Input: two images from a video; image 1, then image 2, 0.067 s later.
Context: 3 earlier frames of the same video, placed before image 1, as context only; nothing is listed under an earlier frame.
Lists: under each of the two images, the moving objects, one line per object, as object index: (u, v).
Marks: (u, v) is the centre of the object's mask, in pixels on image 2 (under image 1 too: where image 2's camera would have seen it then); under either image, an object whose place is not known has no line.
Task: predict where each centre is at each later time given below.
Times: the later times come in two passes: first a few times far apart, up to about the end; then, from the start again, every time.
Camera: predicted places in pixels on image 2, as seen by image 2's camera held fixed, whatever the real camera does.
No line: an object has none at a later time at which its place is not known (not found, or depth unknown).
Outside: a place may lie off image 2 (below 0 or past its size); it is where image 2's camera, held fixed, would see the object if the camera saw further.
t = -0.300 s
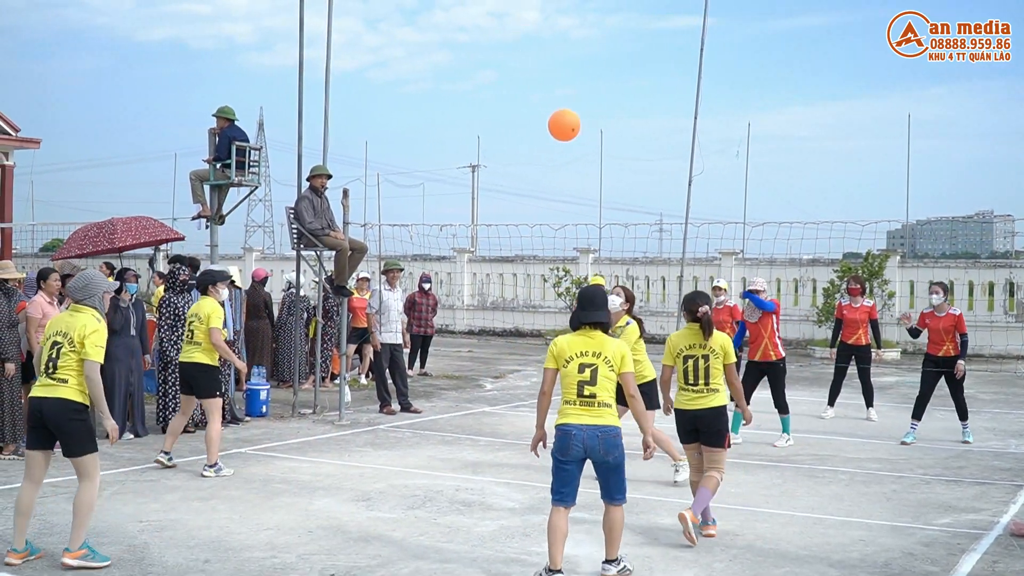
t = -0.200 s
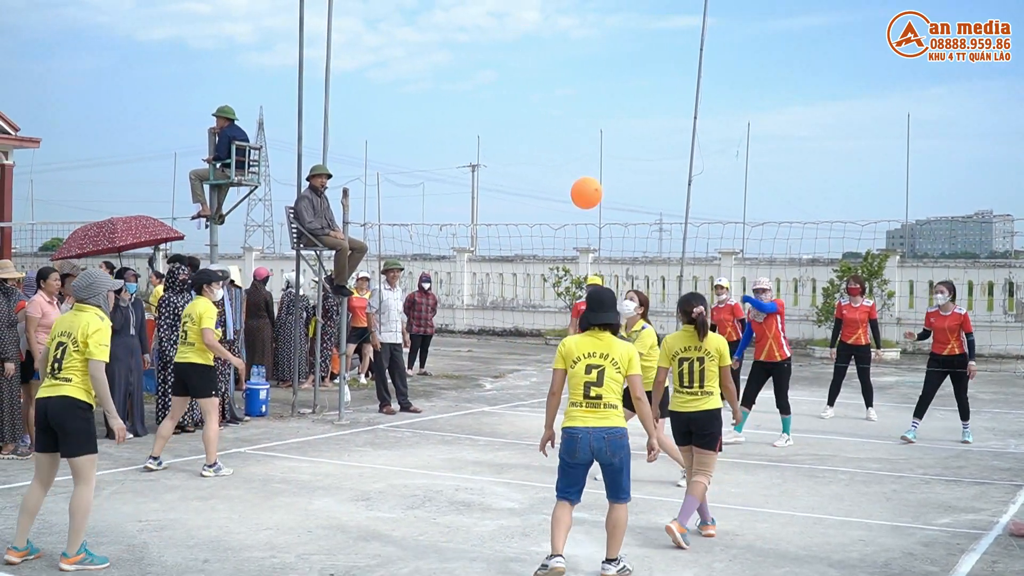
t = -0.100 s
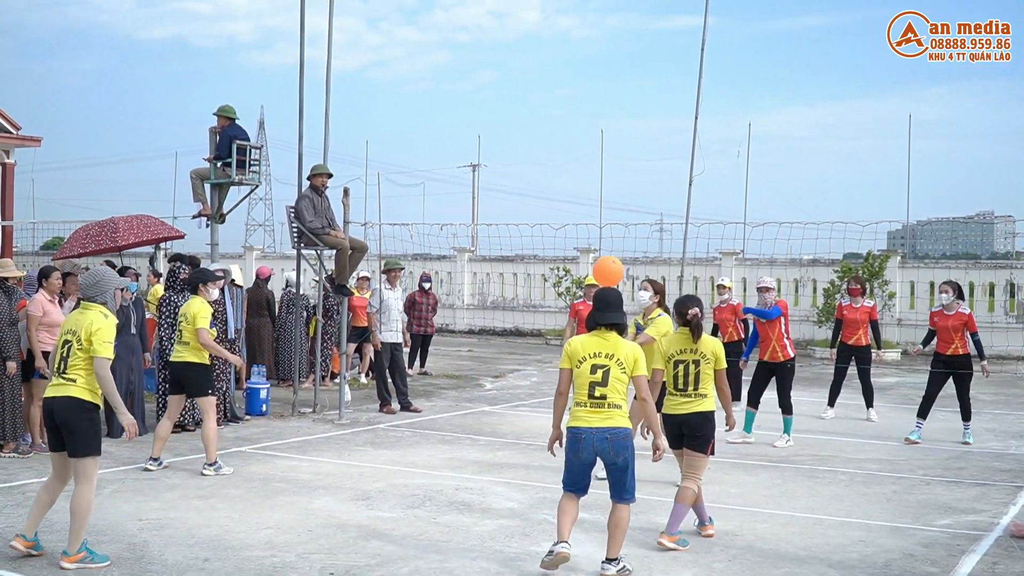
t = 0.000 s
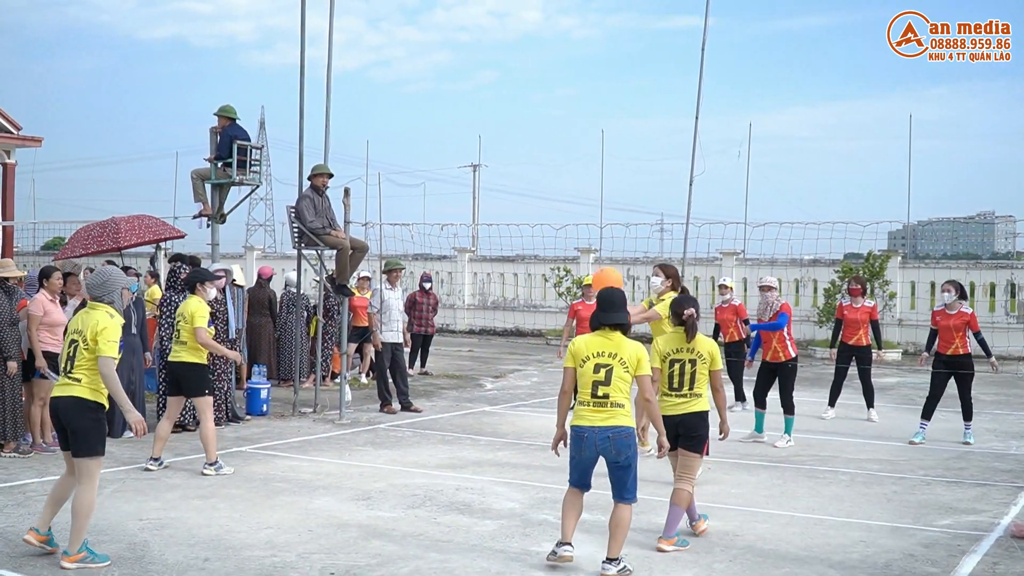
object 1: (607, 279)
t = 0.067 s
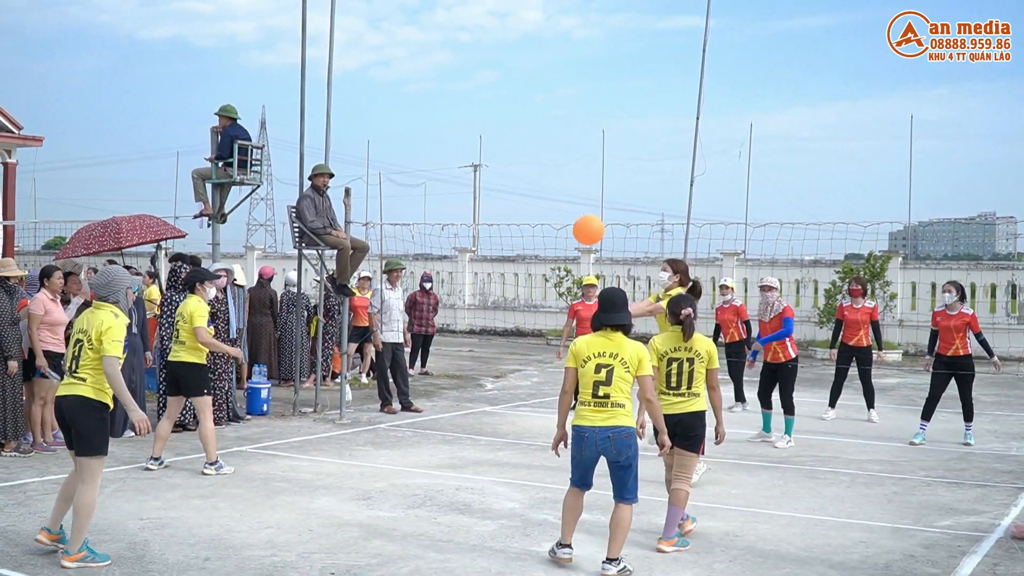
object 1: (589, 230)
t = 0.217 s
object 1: (544, 135)
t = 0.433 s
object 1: (483, 52)
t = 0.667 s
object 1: (415, 30)
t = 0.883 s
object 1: (352, 76)
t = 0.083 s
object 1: (584, 218)
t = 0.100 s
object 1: (578, 206)
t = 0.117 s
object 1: (573, 195)
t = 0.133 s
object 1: (569, 184)
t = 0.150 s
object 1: (563, 173)
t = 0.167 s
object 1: (559, 163)
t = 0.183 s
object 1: (554, 153)
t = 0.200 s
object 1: (549, 144)
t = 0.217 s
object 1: (544, 135)
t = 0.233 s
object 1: (539, 126)
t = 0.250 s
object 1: (534, 118)
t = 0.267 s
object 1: (529, 110)
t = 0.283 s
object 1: (524, 103)
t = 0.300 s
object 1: (520, 96)
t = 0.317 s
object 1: (515, 89)
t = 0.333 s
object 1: (511, 83)
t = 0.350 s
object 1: (506, 77)
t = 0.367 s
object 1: (501, 71)
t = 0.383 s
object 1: (497, 66)
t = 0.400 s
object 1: (492, 61)
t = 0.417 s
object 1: (487, 56)
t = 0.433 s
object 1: (483, 52)
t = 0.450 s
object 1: (478, 48)
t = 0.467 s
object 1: (473, 44)
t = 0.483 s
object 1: (469, 41)
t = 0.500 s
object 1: (464, 38)
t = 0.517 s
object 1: (459, 35)
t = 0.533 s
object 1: (454, 33)
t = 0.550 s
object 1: (449, 31)
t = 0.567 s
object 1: (444, 30)
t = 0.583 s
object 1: (439, 29)
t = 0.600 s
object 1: (435, 28)
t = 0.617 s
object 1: (430, 28)
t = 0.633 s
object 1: (425, 28)
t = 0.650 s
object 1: (420, 29)
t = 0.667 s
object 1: (415, 30)
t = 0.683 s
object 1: (410, 31)
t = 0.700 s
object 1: (405, 33)
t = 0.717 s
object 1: (401, 35)
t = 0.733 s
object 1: (396, 38)
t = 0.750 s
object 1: (391, 41)
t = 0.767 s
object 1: (386, 44)
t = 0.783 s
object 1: (381, 48)
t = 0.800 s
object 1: (376, 52)
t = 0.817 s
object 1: (372, 56)
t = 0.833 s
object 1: (367, 60)
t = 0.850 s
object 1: (362, 65)
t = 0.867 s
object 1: (357, 71)
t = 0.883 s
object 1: (352, 76)
